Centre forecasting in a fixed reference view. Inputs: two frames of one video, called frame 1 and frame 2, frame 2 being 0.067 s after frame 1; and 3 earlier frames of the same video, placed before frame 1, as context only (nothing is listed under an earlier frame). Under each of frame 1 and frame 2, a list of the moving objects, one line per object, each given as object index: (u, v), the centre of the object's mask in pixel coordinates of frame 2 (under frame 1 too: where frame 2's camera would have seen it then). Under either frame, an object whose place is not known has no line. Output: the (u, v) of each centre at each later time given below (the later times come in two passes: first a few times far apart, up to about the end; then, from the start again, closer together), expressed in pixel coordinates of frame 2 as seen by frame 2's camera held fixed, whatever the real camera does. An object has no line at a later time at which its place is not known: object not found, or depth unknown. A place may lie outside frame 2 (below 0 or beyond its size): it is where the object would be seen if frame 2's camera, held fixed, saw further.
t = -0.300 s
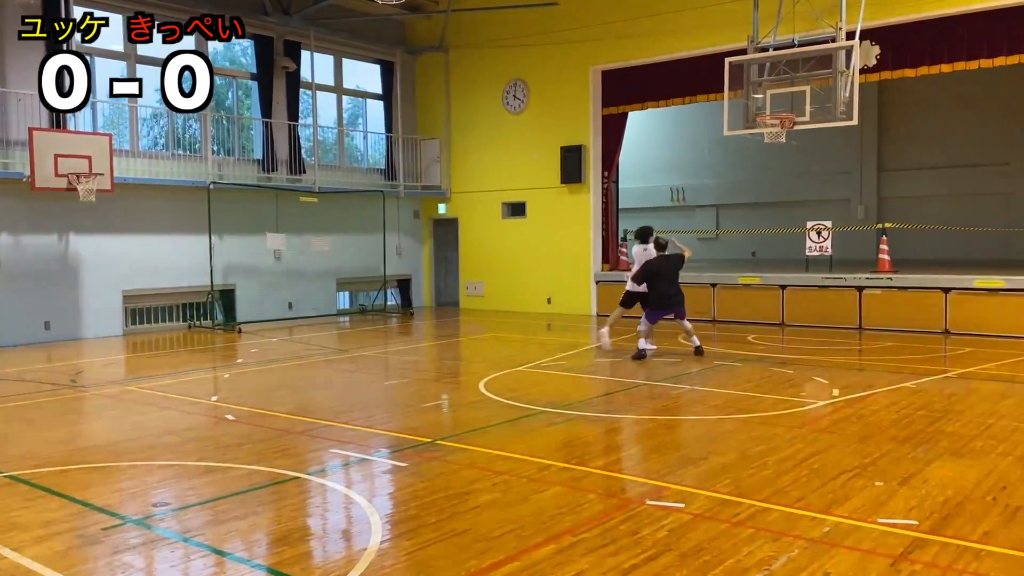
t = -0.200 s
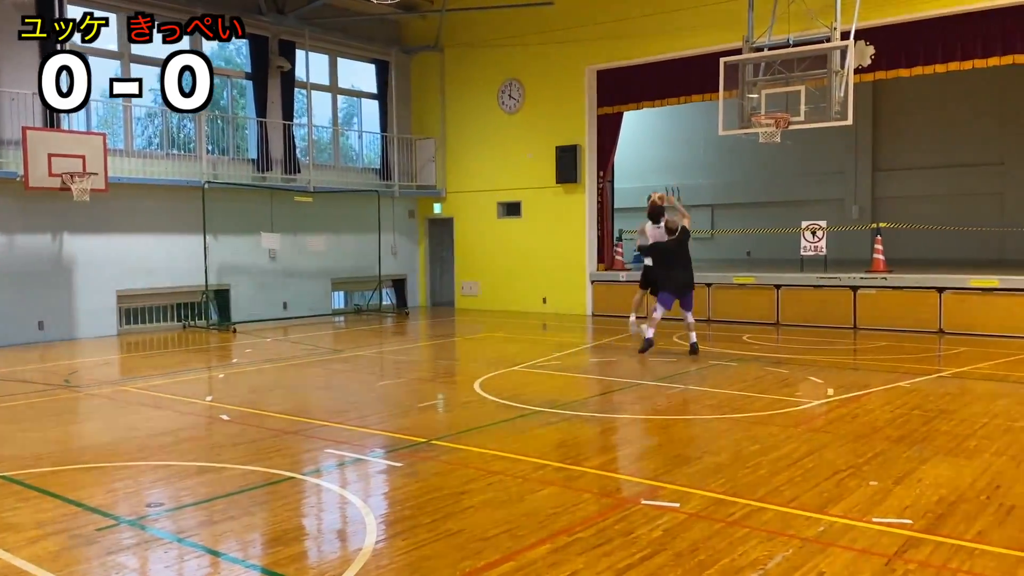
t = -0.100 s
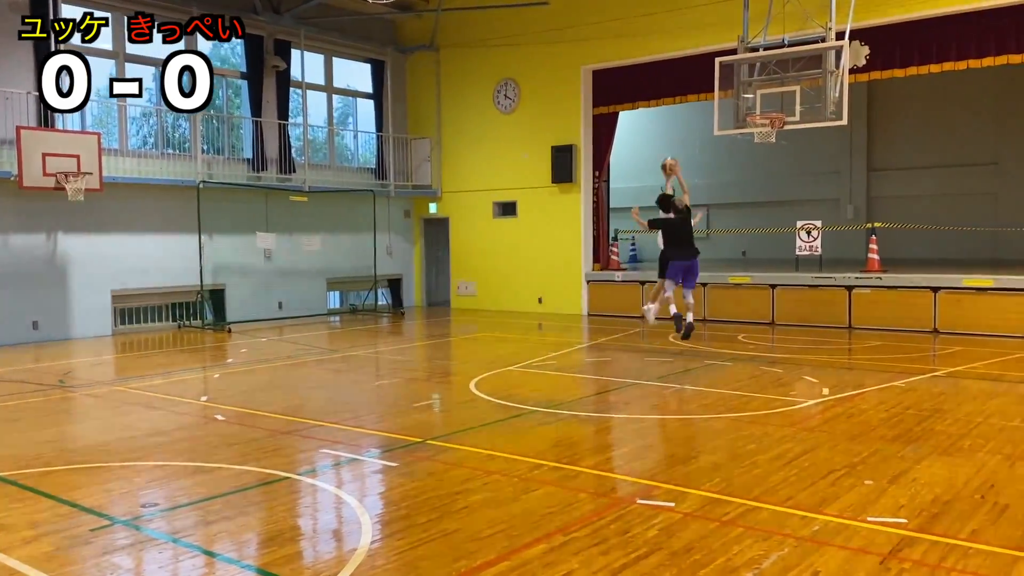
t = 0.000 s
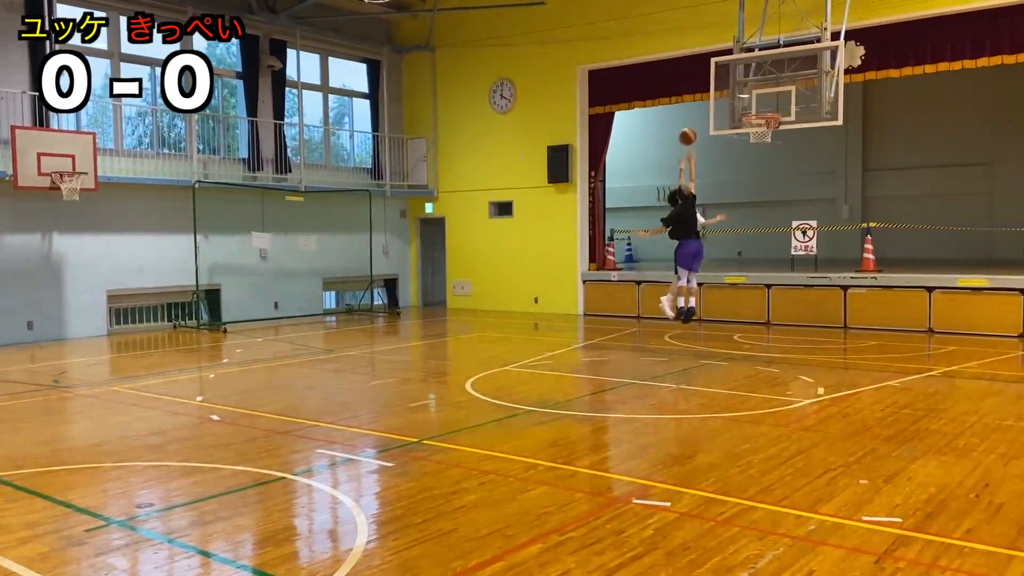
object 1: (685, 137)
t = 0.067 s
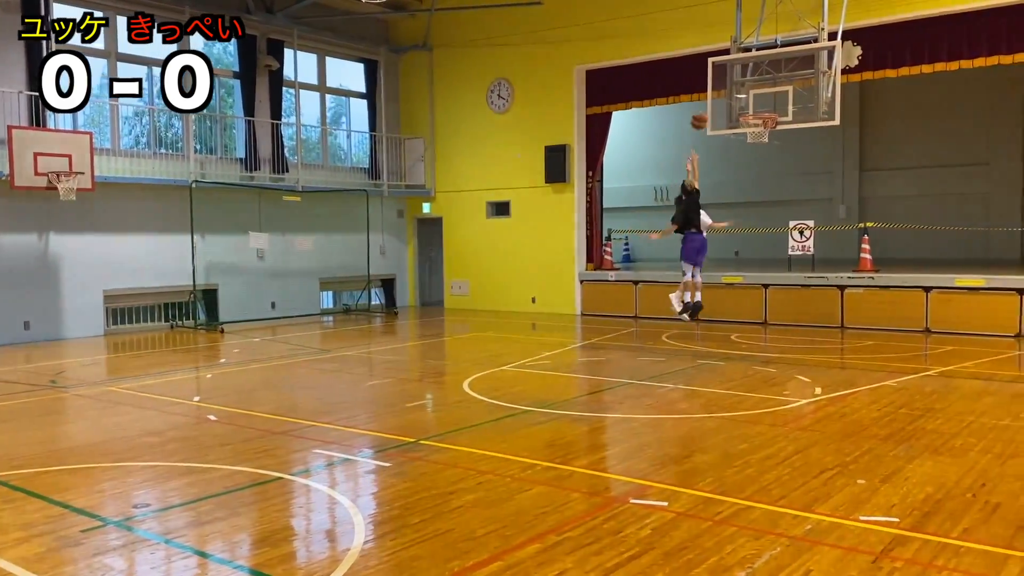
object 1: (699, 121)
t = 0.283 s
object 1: (728, 94)
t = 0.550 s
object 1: (748, 107)
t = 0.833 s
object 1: (764, 105)
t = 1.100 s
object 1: (767, 119)
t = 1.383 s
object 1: (753, 145)
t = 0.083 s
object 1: (703, 118)
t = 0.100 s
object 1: (707, 114)
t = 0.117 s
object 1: (710, 111)
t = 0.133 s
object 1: (714, 109)
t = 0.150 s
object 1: (718, 106)
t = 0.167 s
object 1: (720, 103)
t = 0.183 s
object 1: (721, 101)
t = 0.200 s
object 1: (722, 100)
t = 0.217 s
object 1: (723, 98)
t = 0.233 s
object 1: (724, 97)
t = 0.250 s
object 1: (726, 96)
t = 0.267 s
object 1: (727, 95)
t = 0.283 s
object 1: (728, 94)
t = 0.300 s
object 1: (730, 93)
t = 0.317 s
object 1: (731, 93)
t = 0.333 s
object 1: (733, 93)
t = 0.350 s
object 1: (735, 93)
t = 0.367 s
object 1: (735, 93)
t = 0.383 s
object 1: (736, 94)
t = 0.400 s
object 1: (737, 94)
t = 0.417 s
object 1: (739, 95)
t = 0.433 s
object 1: (740, 97)
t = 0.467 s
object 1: (742, 97)
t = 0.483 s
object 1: (744, 99)
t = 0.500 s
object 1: (745, 101)
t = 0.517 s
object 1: (746, 104)
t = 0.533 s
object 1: (748, 106)
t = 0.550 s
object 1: (748, 107)
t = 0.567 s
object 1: (749, 106)
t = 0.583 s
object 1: (750, 104)
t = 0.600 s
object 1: (751, 104)
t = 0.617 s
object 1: (752, 104)
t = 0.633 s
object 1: (753, 103)
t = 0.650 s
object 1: (754, 103)
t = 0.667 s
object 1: (754, 104)
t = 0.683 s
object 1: (756, 104)
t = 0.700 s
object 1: (757, 104)
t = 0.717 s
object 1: (758, 105)
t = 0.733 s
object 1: (759, 106)
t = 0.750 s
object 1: (760, 106)
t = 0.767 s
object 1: (760, 106)
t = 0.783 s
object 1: (761, 106)
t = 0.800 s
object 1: (762, 105)
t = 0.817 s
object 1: (762, 105)
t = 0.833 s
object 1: (764, 105)
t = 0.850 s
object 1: (764, 106)
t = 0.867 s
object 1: (766, 106)
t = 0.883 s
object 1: (766, 107)
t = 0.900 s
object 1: (766, 106)
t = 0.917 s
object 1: (766, 107)
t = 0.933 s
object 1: (767, 107)
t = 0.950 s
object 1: (767, 107)
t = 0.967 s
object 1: (767, 108)
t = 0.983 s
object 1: (767, 108)
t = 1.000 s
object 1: (767, 108)
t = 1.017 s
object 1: (767, 108)
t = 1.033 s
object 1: (766, 108)
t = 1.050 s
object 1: (766, 109)
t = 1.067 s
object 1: (768, 117)
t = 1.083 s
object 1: (767, 118)
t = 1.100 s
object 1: (767, 119)
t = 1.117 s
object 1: (765, 122)
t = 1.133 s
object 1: (766, 121)
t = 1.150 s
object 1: (765, 123)
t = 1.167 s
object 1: (764, 125)
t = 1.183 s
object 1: (766, 126)
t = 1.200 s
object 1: (764, 130)
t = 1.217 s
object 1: (762, 132)
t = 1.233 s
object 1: (761, 133)
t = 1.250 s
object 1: (761, 134)
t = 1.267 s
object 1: (759, 137)
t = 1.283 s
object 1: (758, 139)
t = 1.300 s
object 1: (757, 139)
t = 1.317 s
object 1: (756, 140)
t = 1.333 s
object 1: (755, 142)
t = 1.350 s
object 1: (755, 143)
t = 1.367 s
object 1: (753, 145)
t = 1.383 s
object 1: (753, 145)
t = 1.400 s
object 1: (751, 147)
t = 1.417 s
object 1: (751, 149)
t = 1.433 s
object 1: (749, 151)
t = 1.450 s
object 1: (749, 154)
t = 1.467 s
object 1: (748, 157)
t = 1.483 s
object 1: (748, 160)
